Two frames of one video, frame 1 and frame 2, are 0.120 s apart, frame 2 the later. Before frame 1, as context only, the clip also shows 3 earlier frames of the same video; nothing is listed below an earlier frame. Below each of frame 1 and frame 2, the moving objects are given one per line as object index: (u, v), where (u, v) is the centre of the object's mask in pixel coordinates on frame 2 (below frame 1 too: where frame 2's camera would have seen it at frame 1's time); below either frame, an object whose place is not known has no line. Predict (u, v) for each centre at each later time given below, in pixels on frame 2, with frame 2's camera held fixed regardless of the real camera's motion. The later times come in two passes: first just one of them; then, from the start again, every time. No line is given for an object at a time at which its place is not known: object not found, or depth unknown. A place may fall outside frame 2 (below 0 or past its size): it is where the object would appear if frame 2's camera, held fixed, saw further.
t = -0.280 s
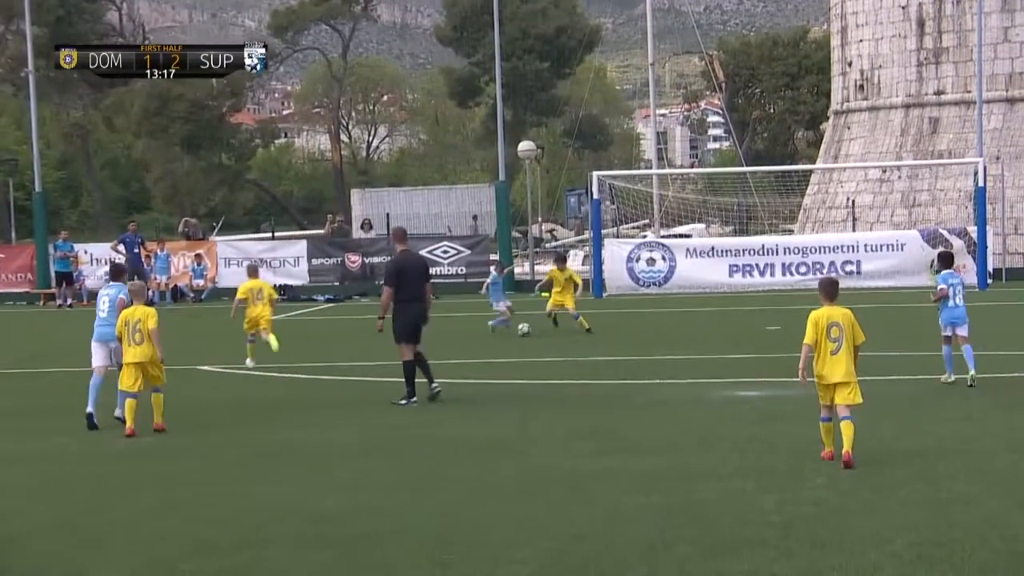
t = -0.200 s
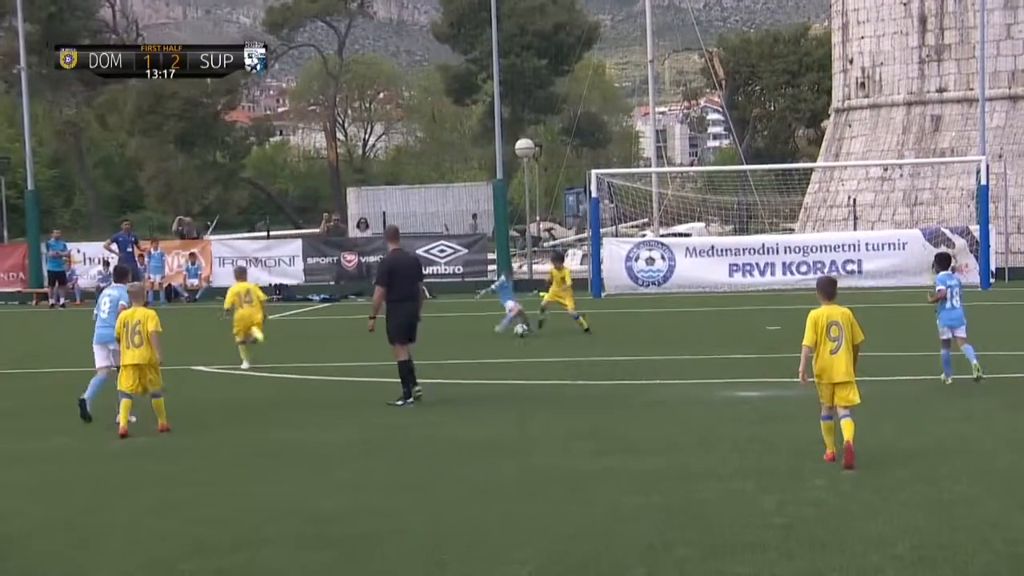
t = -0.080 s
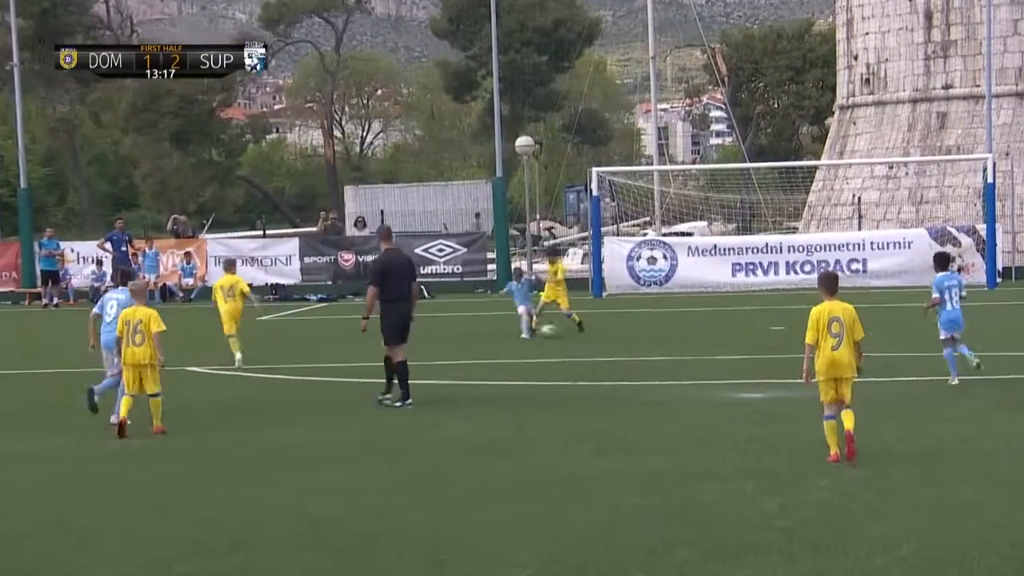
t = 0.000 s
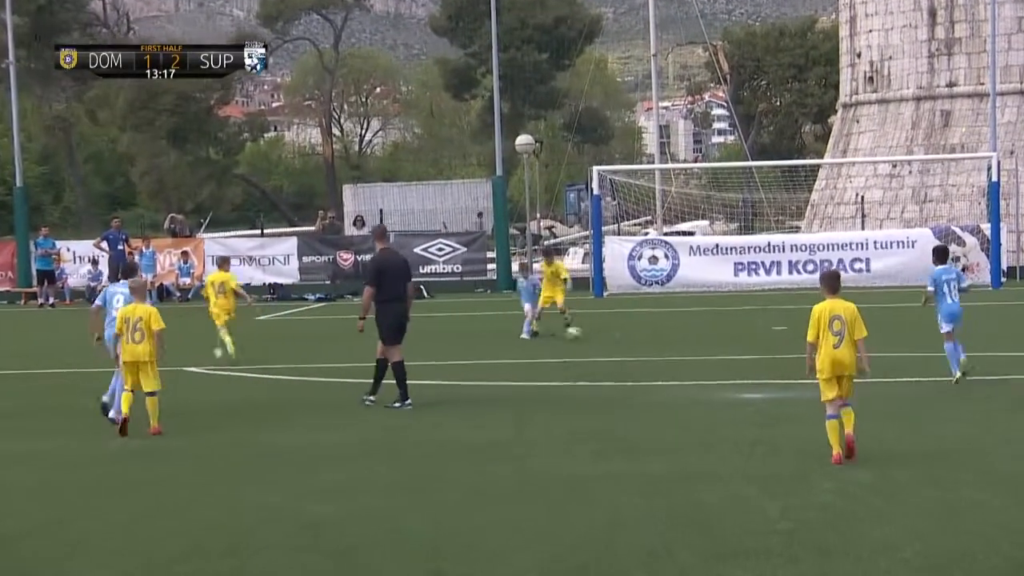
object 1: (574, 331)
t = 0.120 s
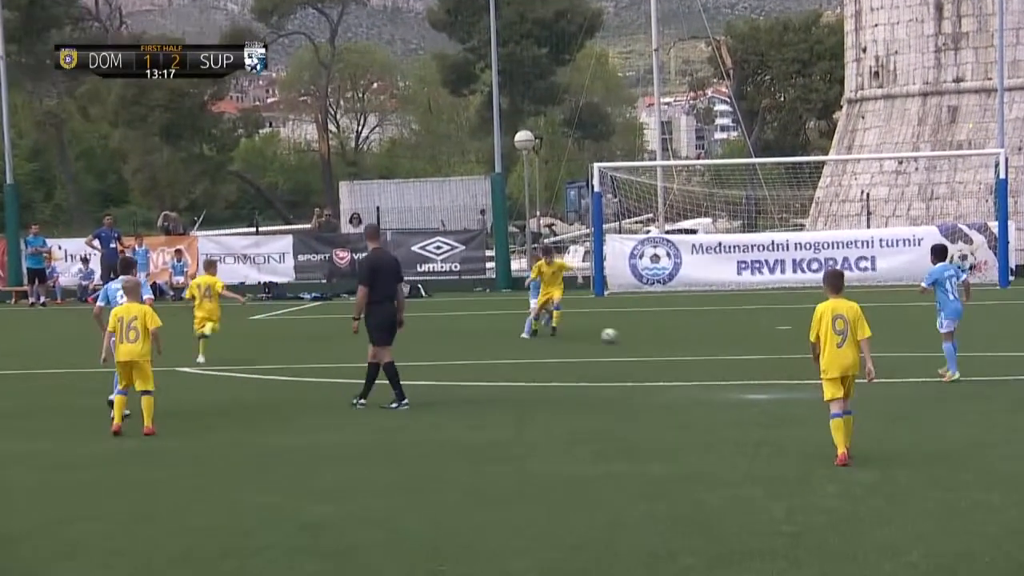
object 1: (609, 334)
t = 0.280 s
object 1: (651, 337)
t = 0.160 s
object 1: (620, 336)
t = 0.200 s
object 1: (631, 338)
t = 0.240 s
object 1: (642, 337)
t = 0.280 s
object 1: (651, 337)
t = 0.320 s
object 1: (661, 339)
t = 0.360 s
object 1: (671, 341)
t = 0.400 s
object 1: (680, 341)
